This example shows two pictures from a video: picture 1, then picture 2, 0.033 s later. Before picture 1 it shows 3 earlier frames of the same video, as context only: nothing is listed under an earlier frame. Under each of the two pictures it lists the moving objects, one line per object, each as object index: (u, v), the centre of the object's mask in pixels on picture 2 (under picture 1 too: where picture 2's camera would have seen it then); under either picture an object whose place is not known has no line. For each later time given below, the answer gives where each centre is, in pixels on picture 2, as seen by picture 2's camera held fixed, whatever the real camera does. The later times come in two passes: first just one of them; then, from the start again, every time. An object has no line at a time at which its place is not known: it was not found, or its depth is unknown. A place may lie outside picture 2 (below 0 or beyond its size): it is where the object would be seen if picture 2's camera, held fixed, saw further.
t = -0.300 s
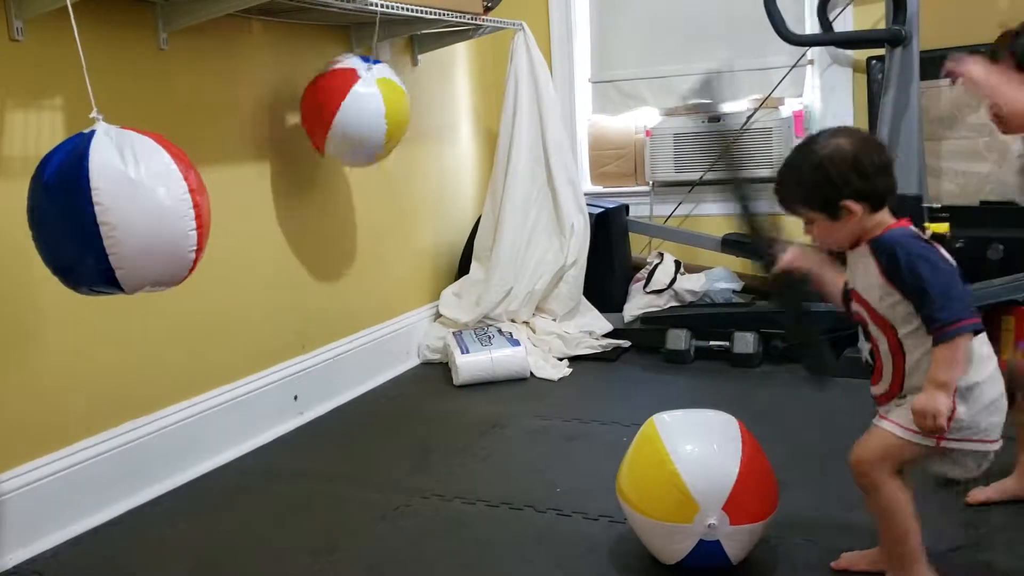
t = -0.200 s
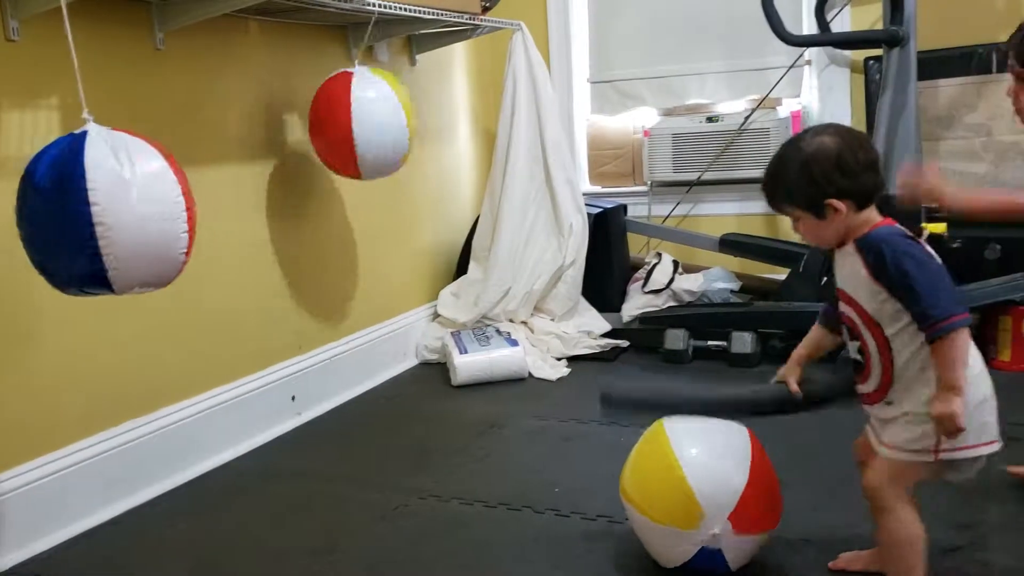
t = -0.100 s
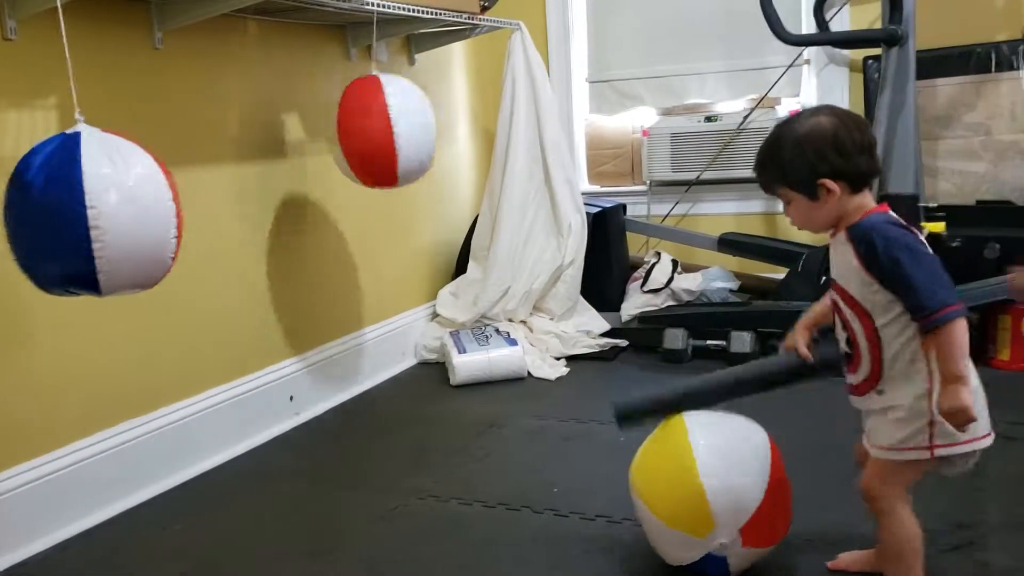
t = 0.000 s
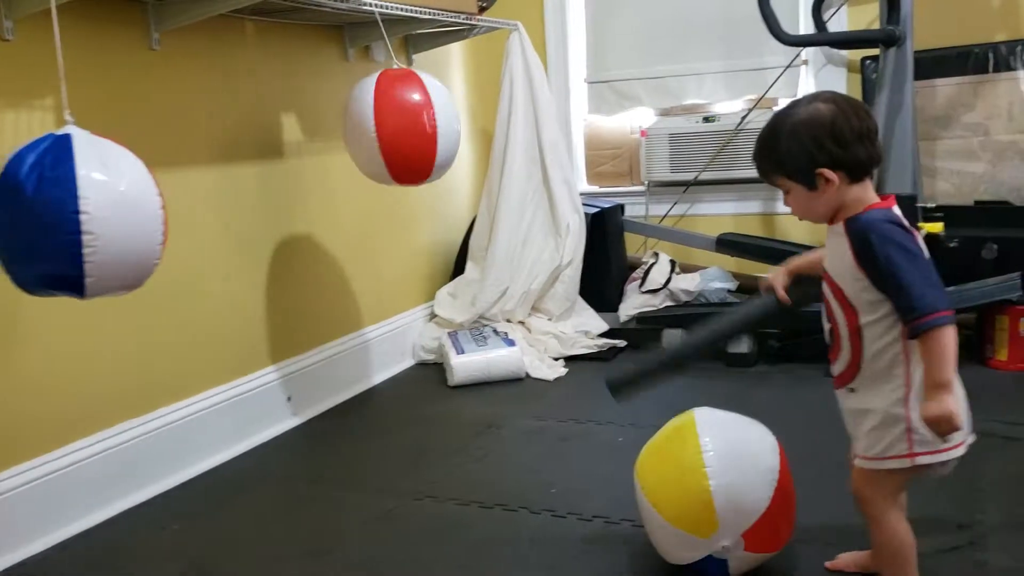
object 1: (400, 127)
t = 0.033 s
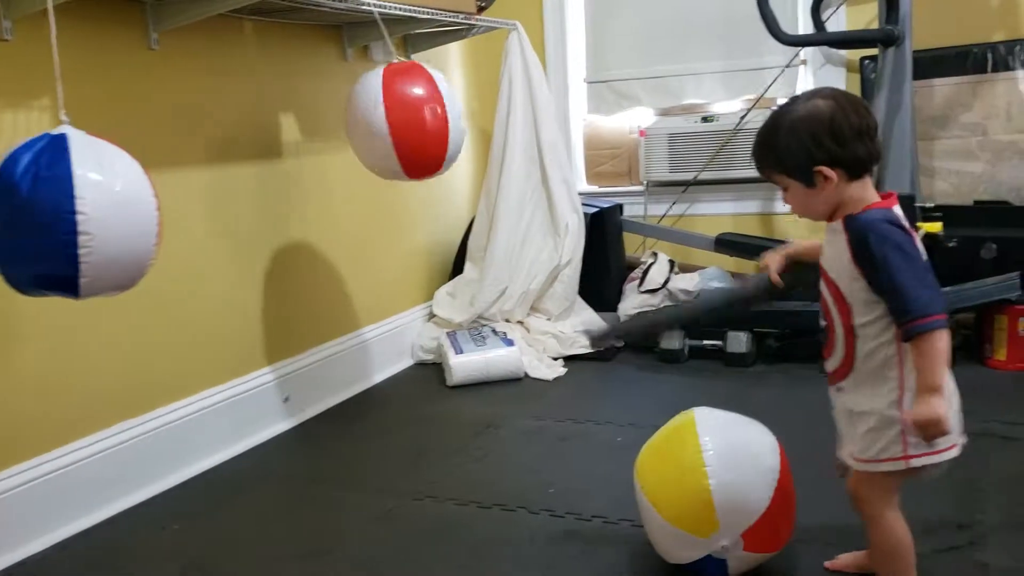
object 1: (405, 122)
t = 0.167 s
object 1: (421, 103)
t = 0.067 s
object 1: (410, 116)
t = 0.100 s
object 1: (414, 112)
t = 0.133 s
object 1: (418, 108)
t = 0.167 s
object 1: (421, 103)
